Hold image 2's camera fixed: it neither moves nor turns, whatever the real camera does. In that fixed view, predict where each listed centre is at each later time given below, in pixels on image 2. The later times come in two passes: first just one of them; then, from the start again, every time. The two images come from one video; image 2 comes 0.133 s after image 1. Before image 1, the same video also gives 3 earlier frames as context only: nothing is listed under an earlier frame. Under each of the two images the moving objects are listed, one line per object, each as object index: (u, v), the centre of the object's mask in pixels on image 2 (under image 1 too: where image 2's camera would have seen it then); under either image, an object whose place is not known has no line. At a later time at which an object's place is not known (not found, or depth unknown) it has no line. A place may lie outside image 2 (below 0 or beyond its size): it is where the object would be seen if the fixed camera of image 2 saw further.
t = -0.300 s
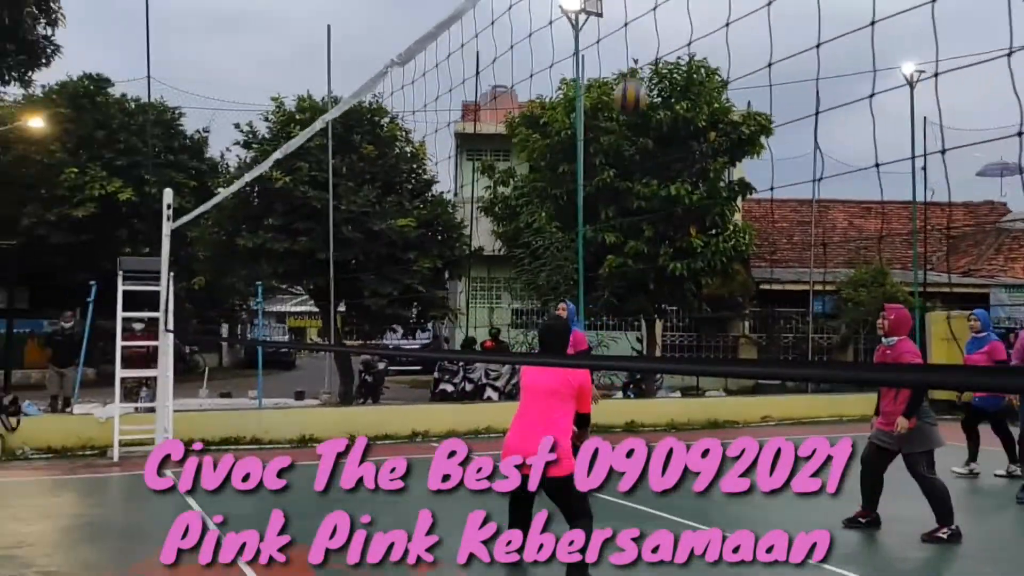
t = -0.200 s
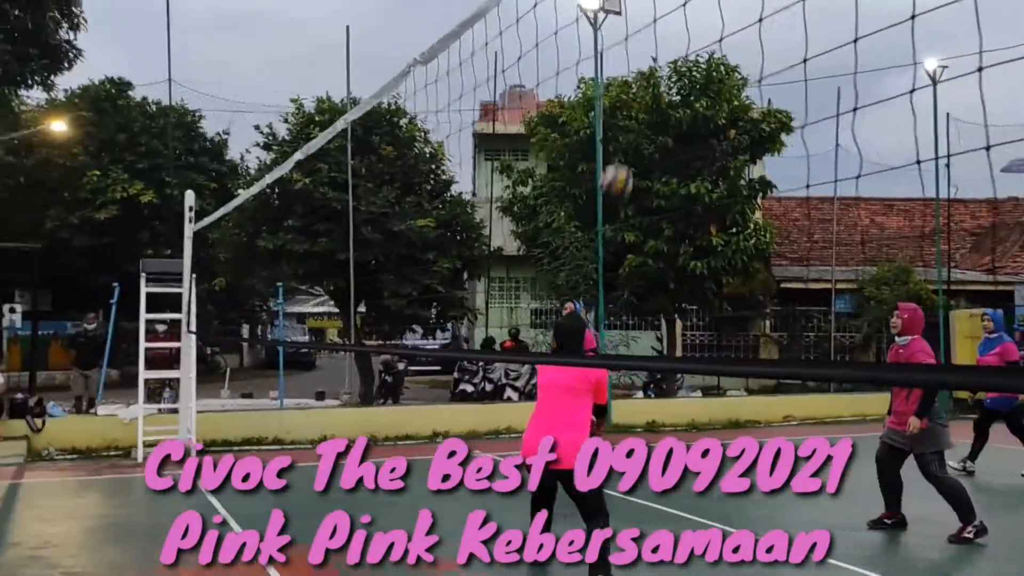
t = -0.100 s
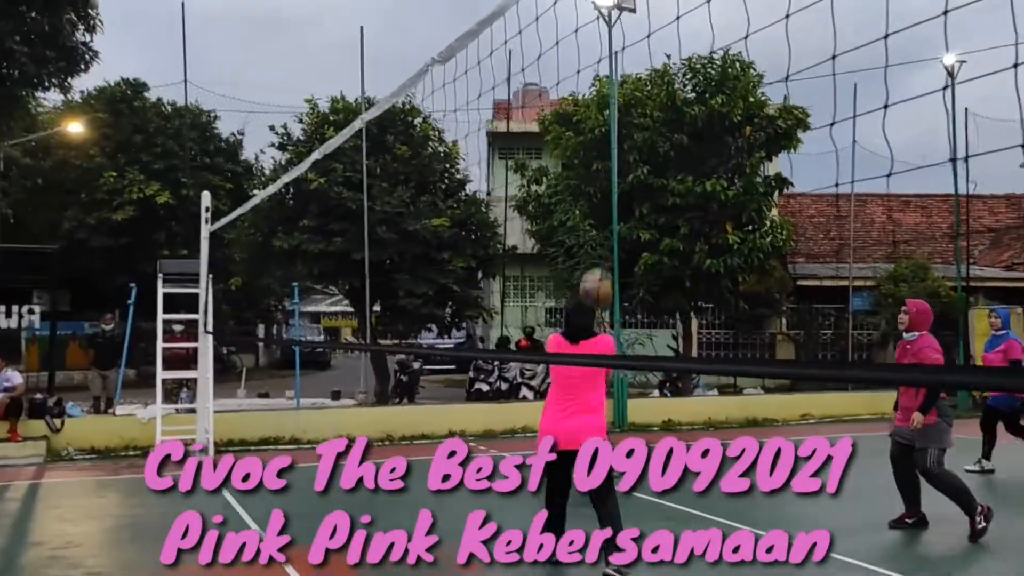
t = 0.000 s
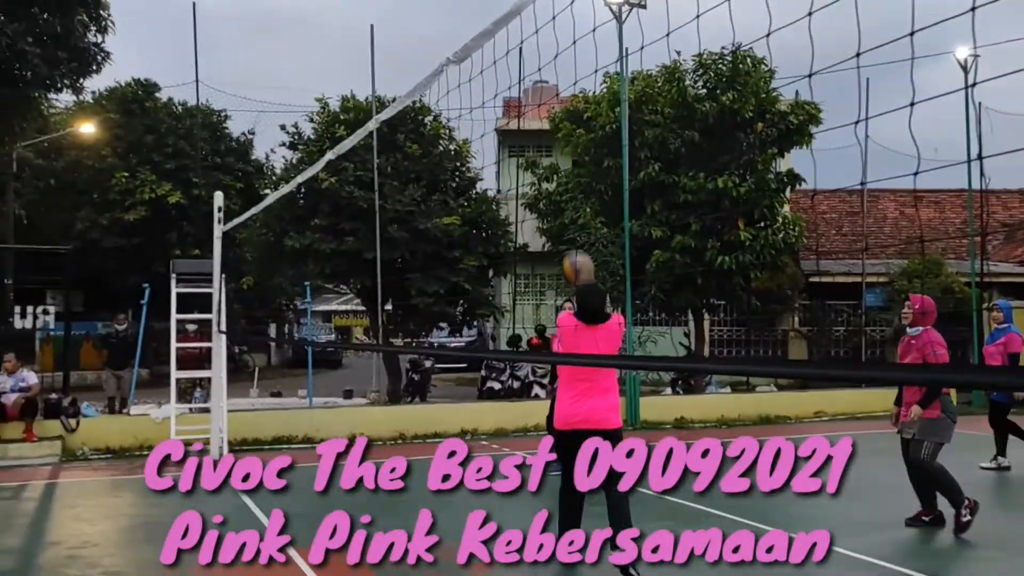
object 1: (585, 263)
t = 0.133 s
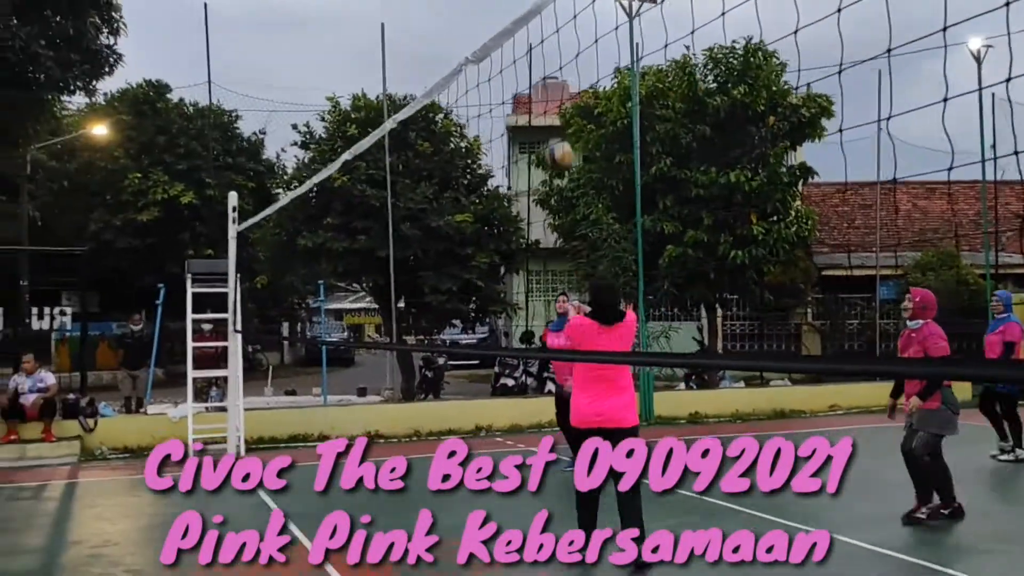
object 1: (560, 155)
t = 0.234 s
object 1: (537, 96)
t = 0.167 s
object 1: (551, 133)
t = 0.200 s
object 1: (543, 112)
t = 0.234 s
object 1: (537, 96)
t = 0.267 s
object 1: (530, 81)
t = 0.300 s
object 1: (525, 67)
